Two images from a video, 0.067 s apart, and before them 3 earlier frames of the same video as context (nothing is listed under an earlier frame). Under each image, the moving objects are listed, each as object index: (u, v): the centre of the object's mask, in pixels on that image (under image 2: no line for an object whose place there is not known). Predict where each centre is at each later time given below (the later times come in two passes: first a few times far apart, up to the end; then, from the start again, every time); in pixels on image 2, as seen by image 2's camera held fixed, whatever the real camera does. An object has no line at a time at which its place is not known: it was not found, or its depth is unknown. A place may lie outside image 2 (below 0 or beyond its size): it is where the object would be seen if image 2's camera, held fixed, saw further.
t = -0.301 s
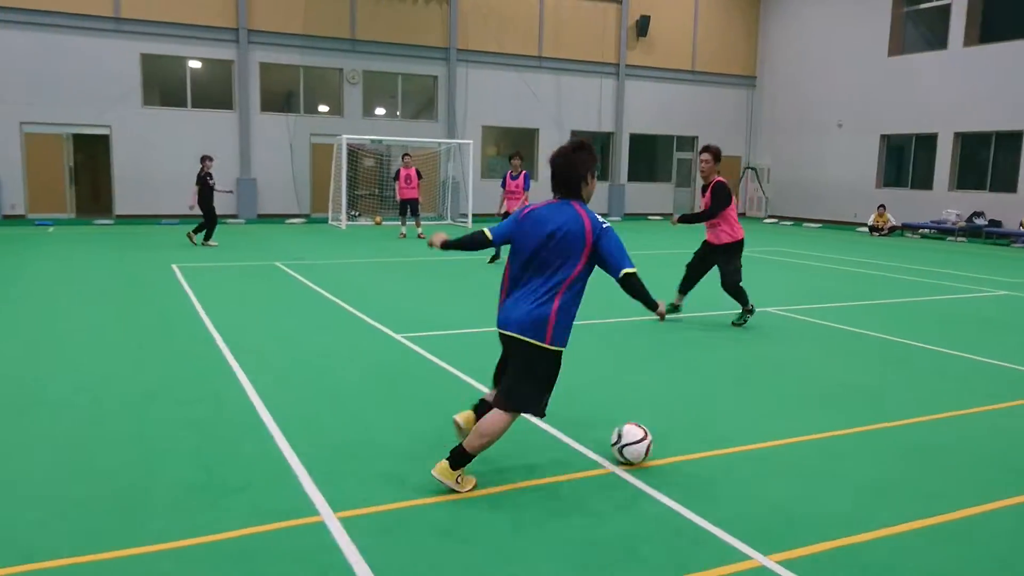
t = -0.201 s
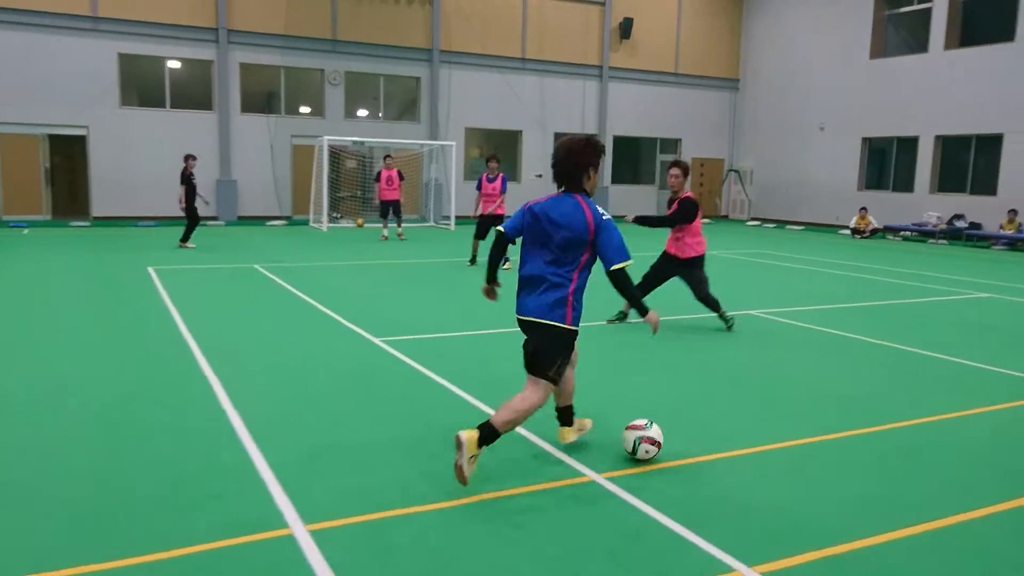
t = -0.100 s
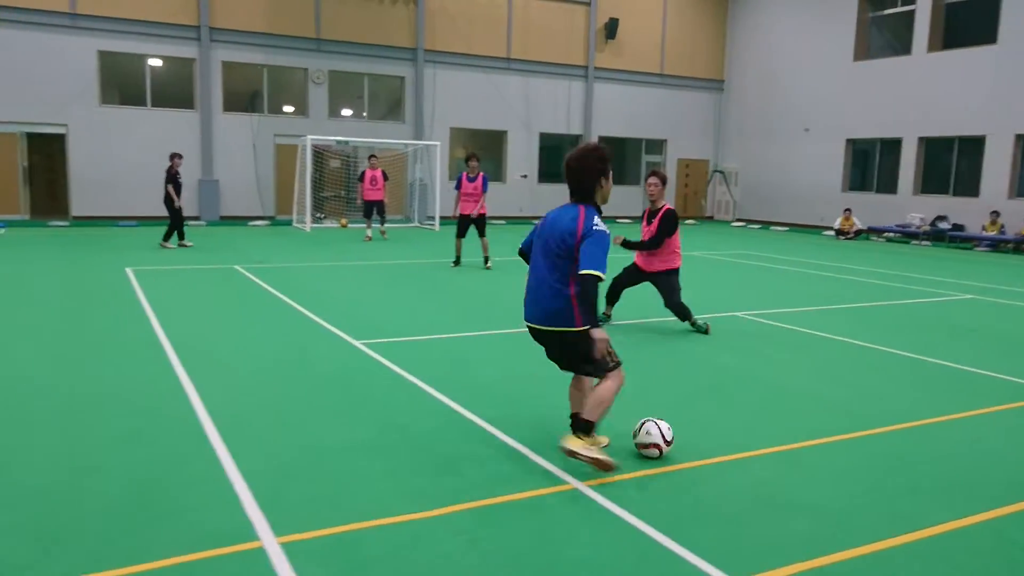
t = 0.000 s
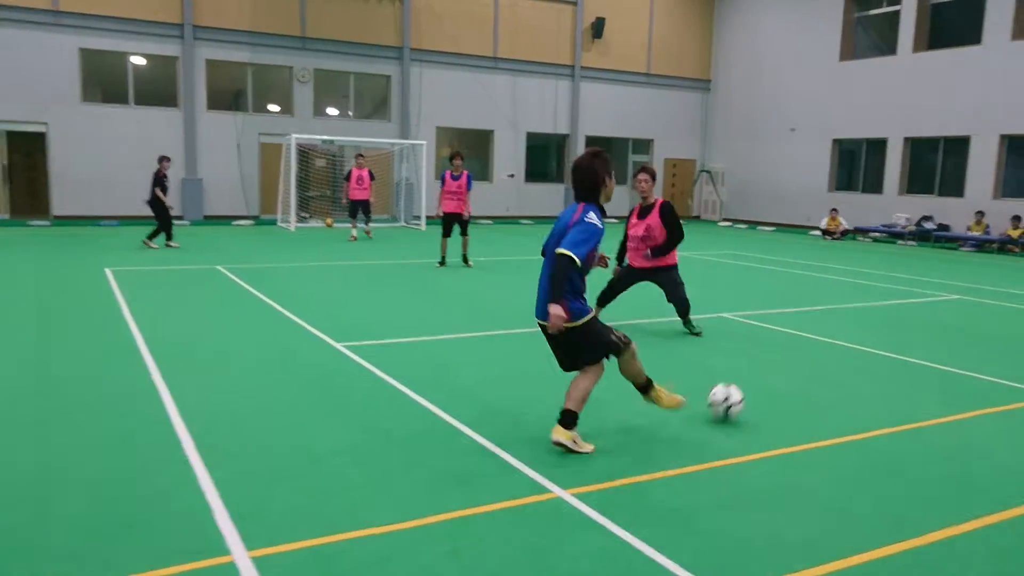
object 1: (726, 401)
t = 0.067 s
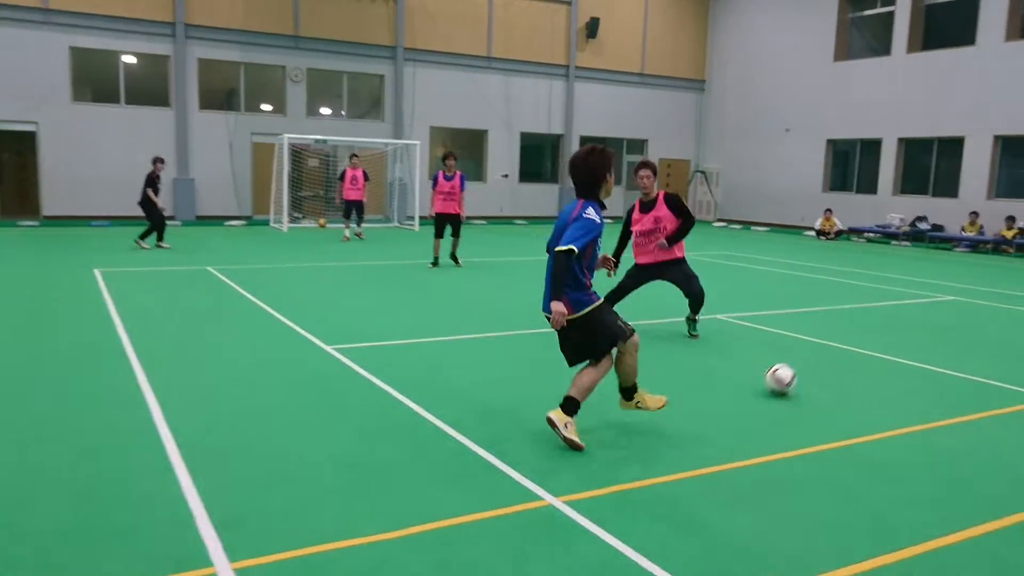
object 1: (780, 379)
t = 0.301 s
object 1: (897, 326)
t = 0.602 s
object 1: (963, 296)
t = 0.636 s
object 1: (968, 293)
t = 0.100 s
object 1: (804, 370)
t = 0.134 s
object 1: (823, 360)
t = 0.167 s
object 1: (842, 352)
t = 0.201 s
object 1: (858, 346)
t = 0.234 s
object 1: (873, 336)
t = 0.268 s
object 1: (885, 331)
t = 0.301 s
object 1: (897, 326)
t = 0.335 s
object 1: (907, 323)
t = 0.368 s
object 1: (916, 318)
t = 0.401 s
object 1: (924, 314)
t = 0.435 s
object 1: (933, 310)
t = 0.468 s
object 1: (940, 307)
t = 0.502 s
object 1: (946, 303)
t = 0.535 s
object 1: (953, 299)
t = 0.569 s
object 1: (958, 297)
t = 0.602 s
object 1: (963, 296)
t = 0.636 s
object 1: (968, 293)
